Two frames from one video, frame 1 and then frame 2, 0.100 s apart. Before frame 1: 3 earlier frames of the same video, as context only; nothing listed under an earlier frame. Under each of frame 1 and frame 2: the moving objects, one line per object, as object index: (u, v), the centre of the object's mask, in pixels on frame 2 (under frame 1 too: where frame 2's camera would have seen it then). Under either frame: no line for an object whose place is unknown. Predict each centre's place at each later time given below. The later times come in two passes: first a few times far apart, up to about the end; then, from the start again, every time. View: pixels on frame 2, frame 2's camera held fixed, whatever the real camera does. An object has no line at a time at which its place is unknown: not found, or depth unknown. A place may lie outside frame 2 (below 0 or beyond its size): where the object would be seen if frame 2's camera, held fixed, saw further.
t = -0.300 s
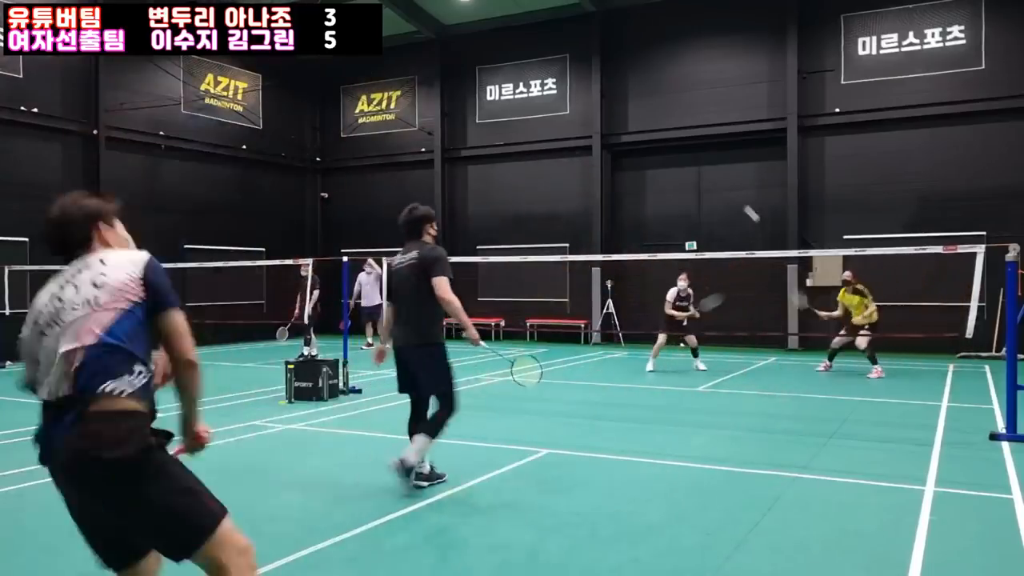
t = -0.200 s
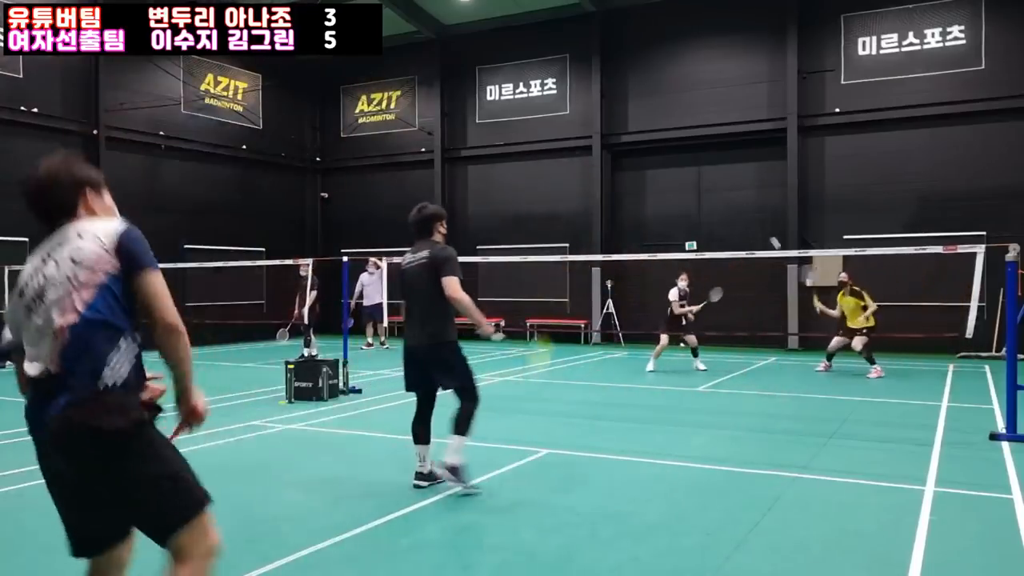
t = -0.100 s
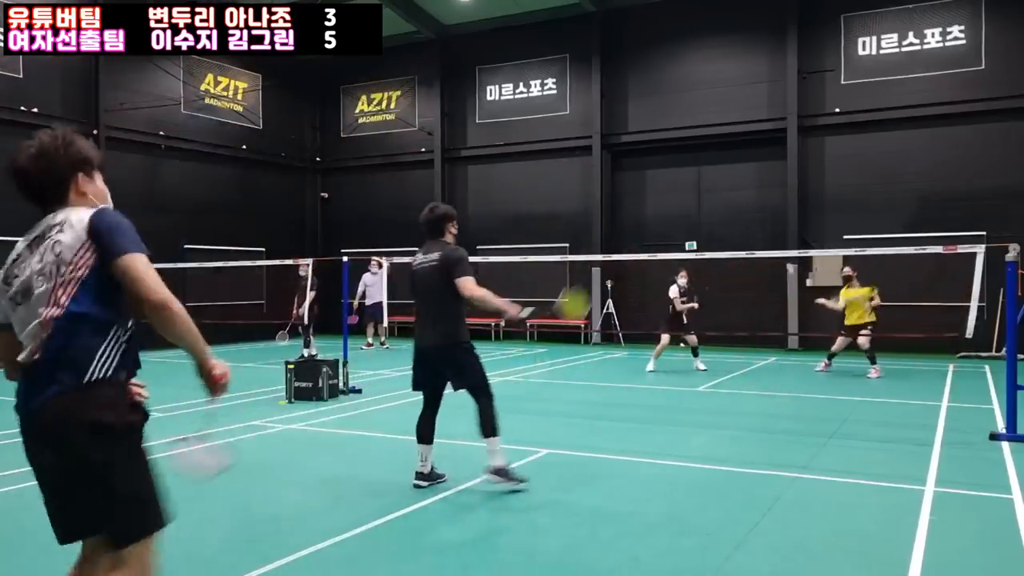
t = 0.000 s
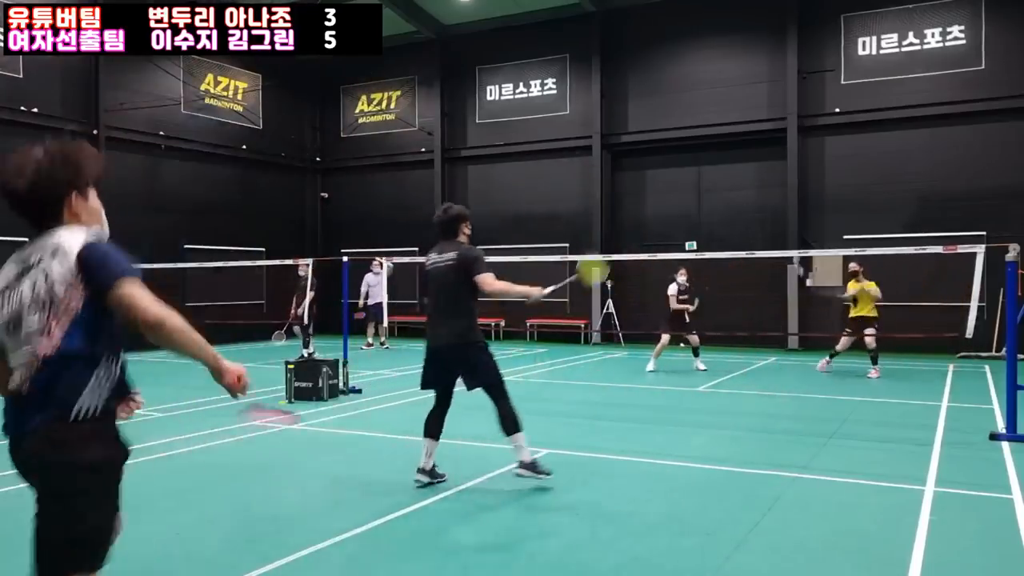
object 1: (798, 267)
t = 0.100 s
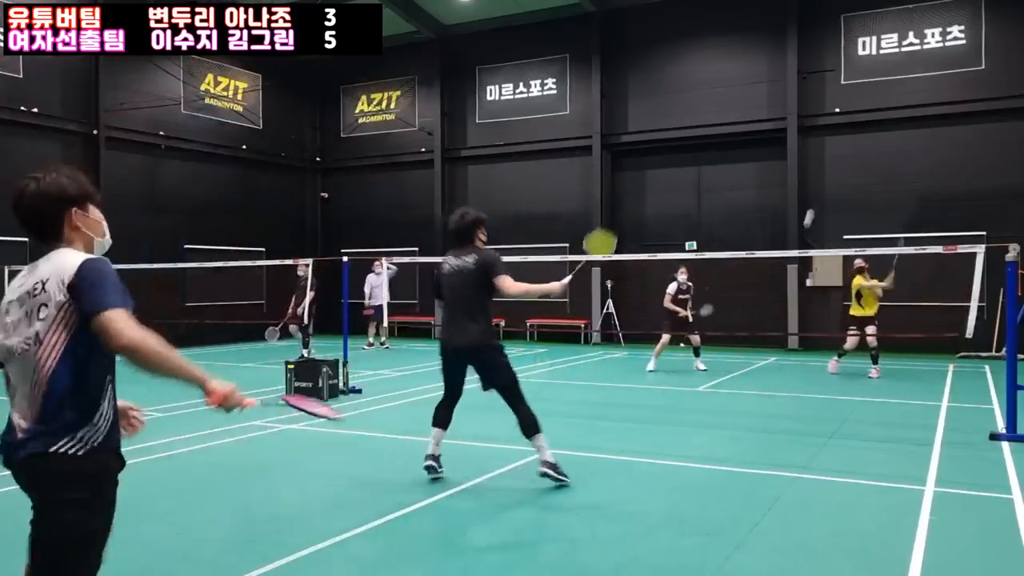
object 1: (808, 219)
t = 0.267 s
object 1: (829, 162)
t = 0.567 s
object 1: (879, 159)
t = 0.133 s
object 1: (813, 205)
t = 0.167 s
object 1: (816, 193)
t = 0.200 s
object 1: (820, 181)
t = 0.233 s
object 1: (824, 171)
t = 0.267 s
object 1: (829, 162)
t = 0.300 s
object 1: (834, 154)
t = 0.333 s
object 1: (838, 147)
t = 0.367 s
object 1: (843, 142)
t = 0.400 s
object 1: (848, 138)
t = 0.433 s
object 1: (854, 137)
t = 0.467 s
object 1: (860, 138)
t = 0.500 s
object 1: (866, 142)
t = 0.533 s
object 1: (873, 149)
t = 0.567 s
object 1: (879, 159)
